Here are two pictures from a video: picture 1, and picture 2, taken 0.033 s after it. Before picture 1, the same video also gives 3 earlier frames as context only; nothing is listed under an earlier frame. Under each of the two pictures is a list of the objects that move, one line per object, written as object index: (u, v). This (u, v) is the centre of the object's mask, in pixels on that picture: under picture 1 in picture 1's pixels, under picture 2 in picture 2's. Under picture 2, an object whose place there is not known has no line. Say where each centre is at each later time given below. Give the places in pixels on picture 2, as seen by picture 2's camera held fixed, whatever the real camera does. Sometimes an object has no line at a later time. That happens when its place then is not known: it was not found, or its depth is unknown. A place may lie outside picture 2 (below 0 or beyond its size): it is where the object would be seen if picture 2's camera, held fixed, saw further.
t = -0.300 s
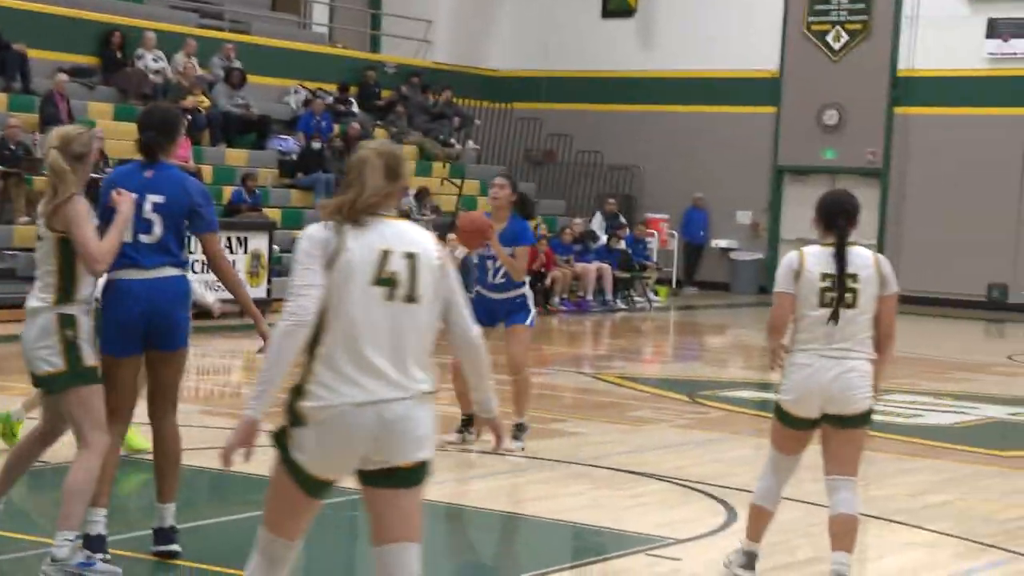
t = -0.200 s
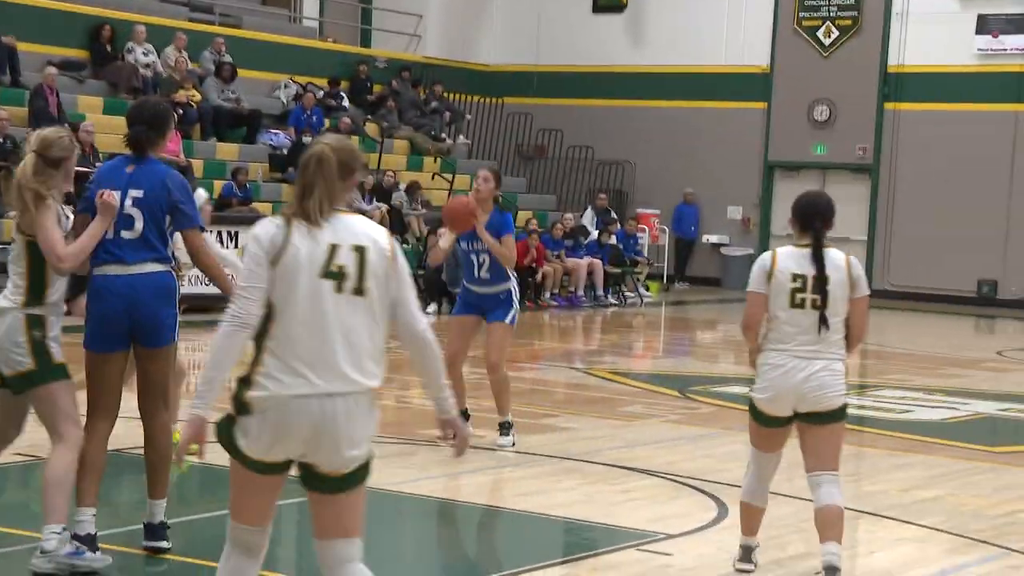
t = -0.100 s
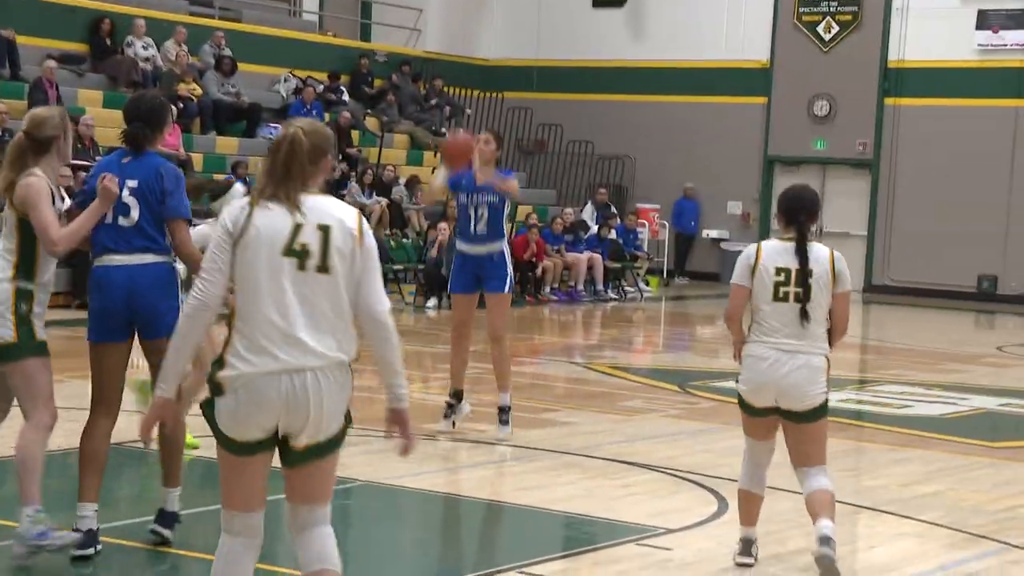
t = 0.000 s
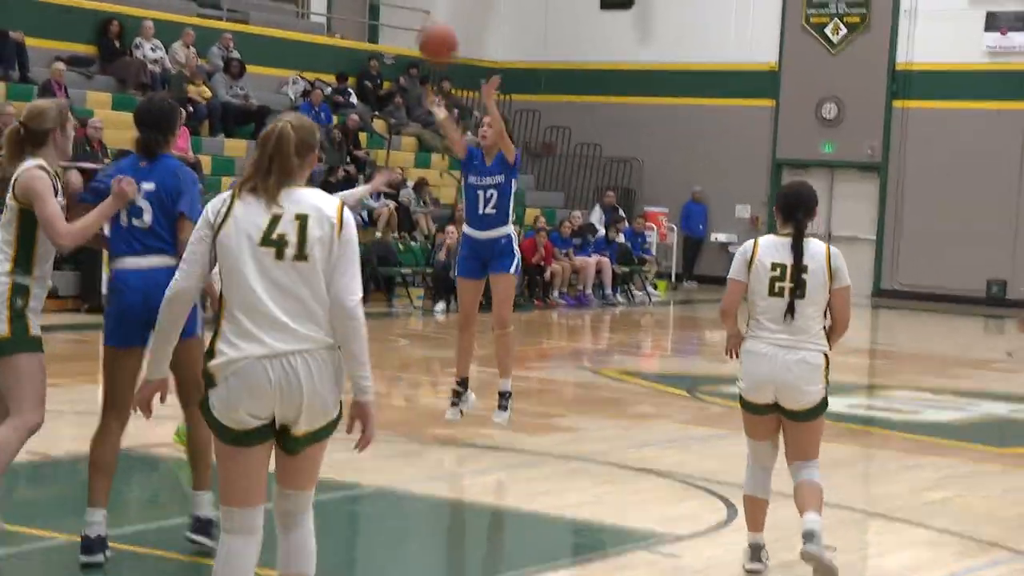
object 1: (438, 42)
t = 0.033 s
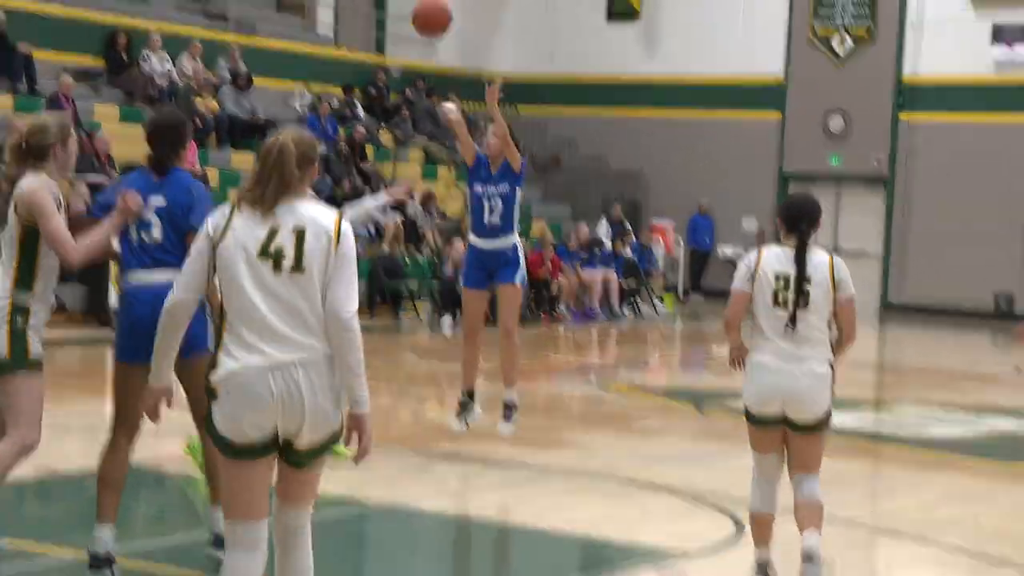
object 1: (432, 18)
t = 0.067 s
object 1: (419, -15)
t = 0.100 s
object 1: (407, -54)
